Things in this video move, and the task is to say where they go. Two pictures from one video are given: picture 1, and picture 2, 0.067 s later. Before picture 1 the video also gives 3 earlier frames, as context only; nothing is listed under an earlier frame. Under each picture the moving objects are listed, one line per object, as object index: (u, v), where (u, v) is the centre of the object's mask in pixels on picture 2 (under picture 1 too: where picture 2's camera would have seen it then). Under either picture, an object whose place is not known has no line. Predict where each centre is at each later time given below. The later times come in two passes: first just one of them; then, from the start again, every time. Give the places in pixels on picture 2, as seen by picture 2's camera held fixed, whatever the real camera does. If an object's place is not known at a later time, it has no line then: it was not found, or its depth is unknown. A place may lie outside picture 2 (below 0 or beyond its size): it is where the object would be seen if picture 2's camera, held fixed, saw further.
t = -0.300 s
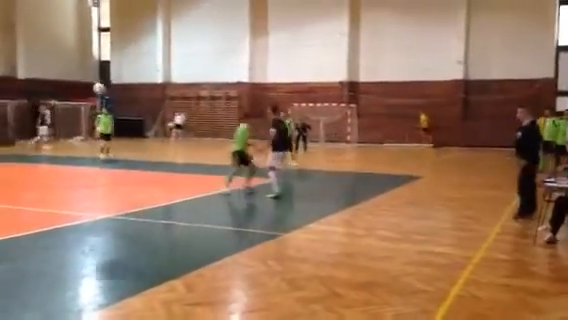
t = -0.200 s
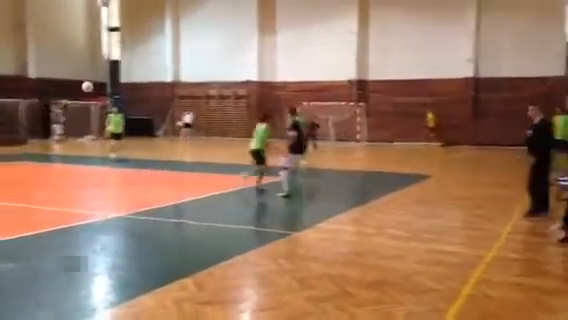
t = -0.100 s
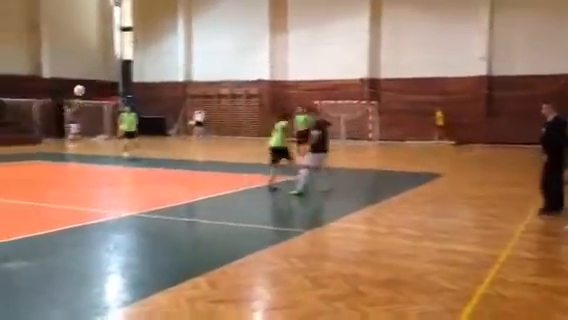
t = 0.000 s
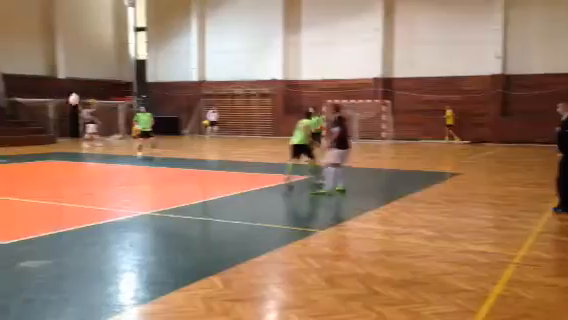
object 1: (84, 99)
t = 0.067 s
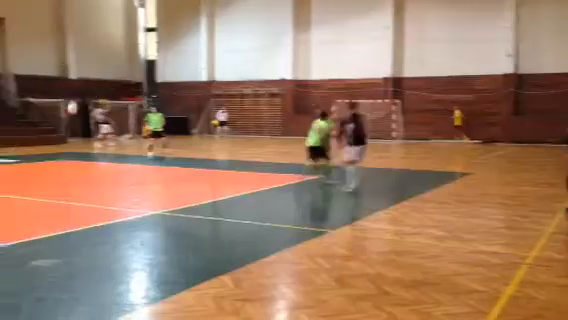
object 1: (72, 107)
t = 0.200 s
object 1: (48, 129)
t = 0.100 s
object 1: (66, 112)
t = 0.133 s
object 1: (59, 118)
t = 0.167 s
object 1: (54, 123)
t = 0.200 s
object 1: (48, 129)
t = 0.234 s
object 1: (42, 136)
